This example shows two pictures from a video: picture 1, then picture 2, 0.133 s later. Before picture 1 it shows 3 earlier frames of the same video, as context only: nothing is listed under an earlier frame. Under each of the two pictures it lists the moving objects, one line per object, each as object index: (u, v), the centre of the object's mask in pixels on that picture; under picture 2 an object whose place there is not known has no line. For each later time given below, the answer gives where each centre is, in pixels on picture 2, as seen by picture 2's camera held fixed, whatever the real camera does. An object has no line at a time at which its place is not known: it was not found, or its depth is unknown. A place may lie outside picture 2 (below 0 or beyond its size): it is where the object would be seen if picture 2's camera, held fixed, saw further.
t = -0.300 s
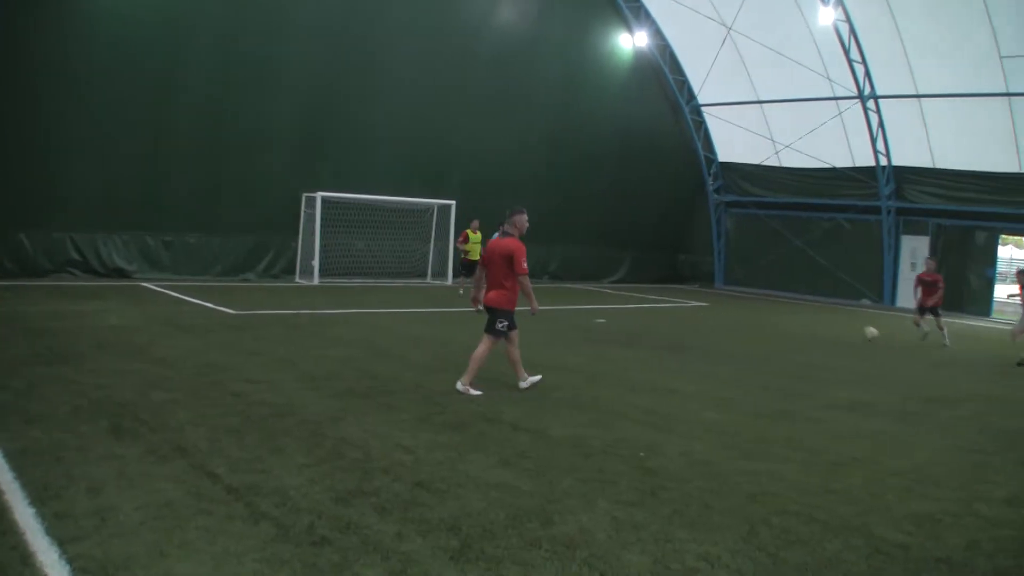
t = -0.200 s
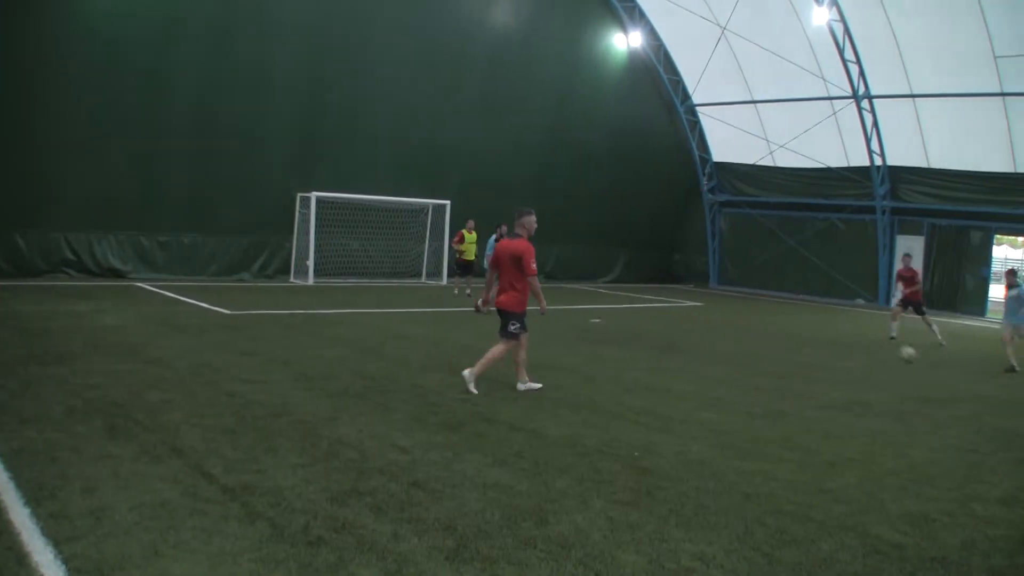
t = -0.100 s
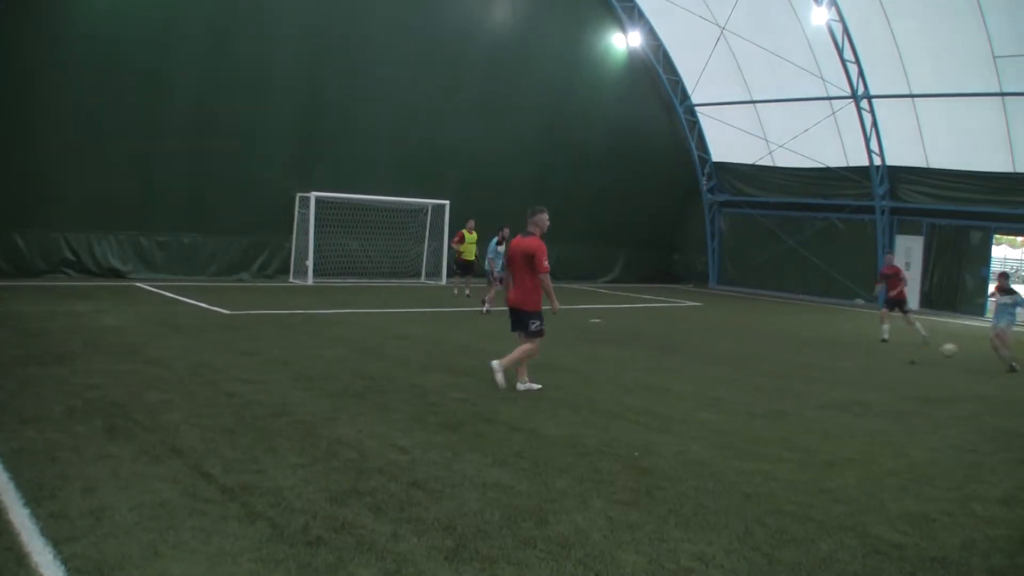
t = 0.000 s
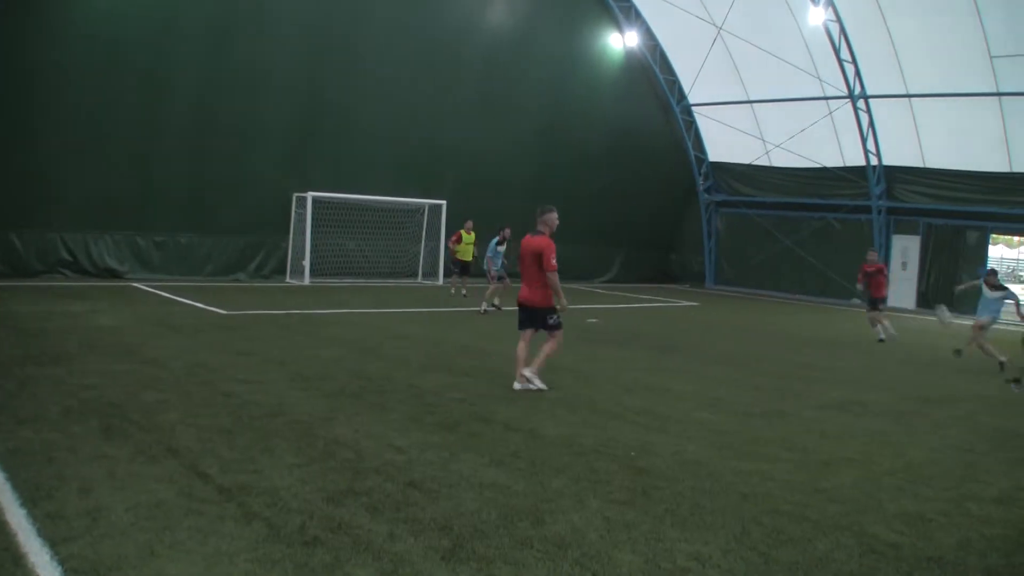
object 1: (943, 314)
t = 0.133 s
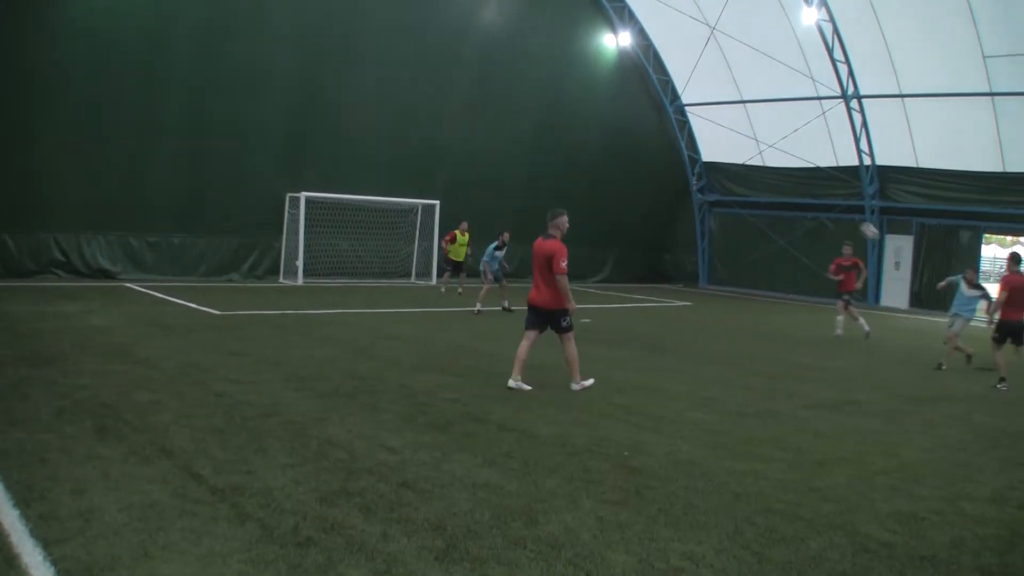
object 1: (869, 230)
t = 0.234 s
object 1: (820, 177)
